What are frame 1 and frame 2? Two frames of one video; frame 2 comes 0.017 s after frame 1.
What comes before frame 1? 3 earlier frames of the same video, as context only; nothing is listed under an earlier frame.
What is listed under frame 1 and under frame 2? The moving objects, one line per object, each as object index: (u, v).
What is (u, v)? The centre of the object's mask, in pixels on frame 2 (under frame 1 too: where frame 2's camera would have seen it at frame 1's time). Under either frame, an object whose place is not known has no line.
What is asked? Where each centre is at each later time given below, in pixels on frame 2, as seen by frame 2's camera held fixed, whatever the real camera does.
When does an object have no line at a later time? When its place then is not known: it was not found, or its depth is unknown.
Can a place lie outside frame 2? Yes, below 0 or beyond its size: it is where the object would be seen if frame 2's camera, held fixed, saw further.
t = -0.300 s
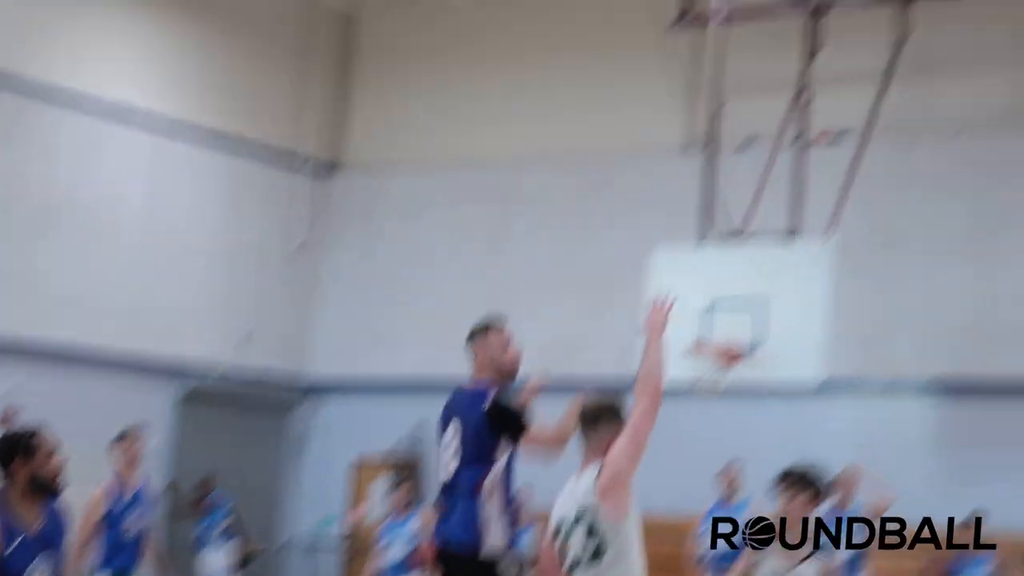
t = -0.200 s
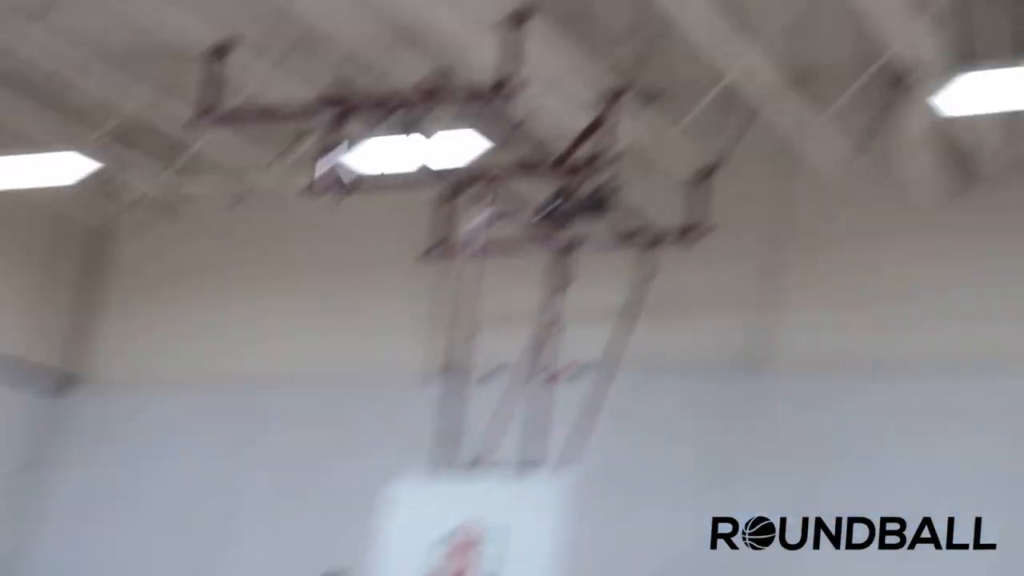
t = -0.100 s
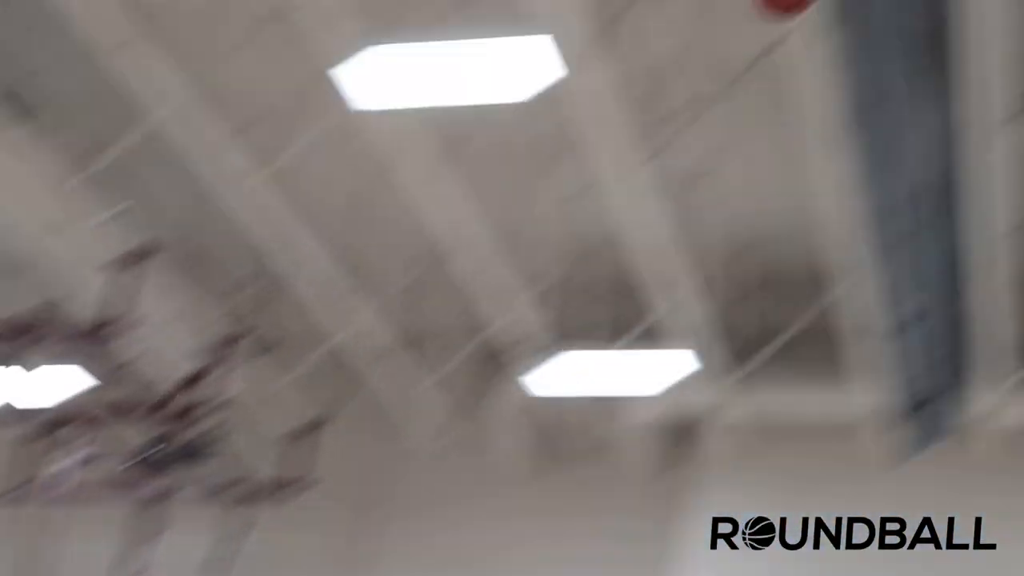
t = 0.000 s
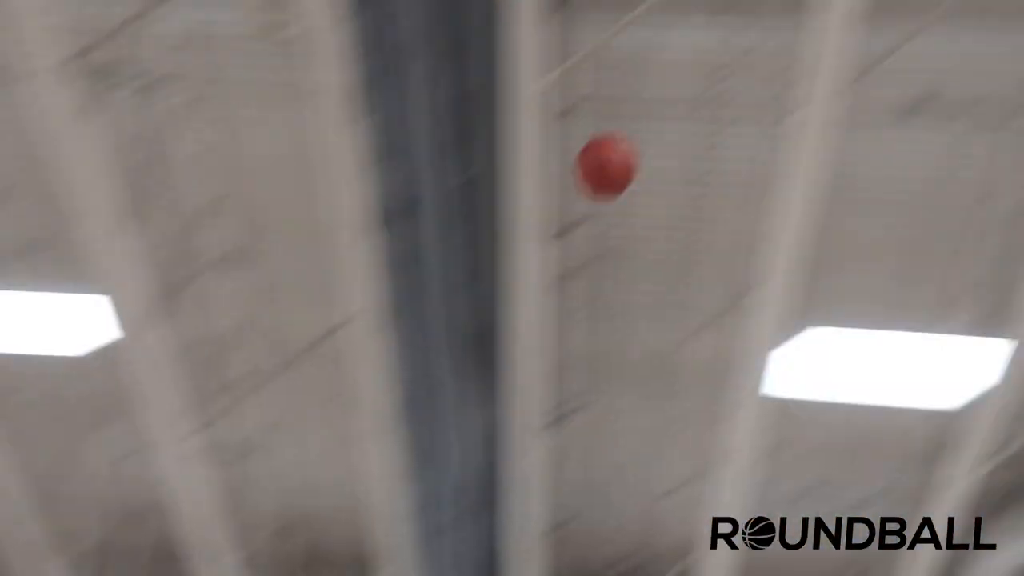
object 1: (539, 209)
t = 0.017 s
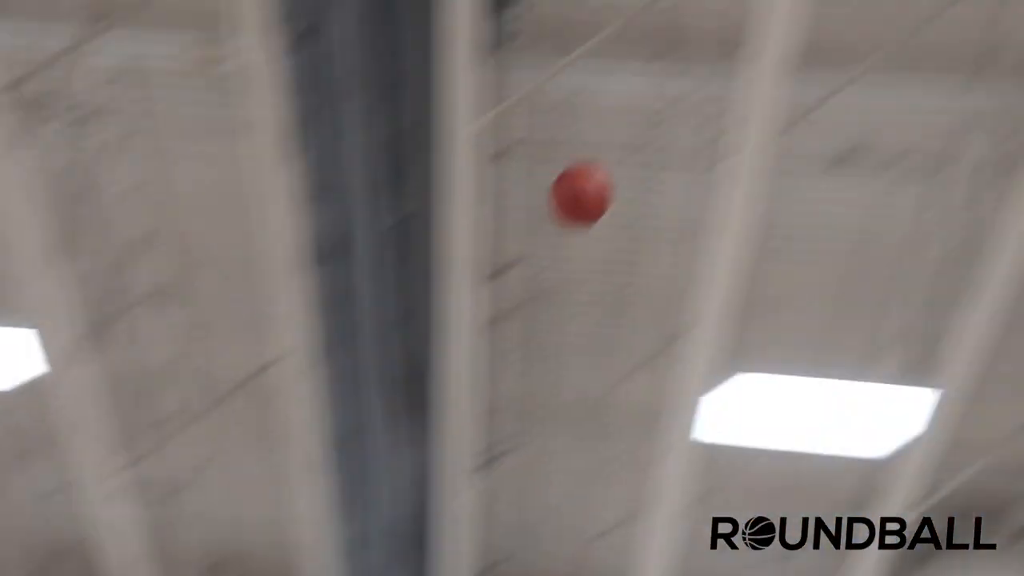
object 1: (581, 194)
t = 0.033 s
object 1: (621, 181)
